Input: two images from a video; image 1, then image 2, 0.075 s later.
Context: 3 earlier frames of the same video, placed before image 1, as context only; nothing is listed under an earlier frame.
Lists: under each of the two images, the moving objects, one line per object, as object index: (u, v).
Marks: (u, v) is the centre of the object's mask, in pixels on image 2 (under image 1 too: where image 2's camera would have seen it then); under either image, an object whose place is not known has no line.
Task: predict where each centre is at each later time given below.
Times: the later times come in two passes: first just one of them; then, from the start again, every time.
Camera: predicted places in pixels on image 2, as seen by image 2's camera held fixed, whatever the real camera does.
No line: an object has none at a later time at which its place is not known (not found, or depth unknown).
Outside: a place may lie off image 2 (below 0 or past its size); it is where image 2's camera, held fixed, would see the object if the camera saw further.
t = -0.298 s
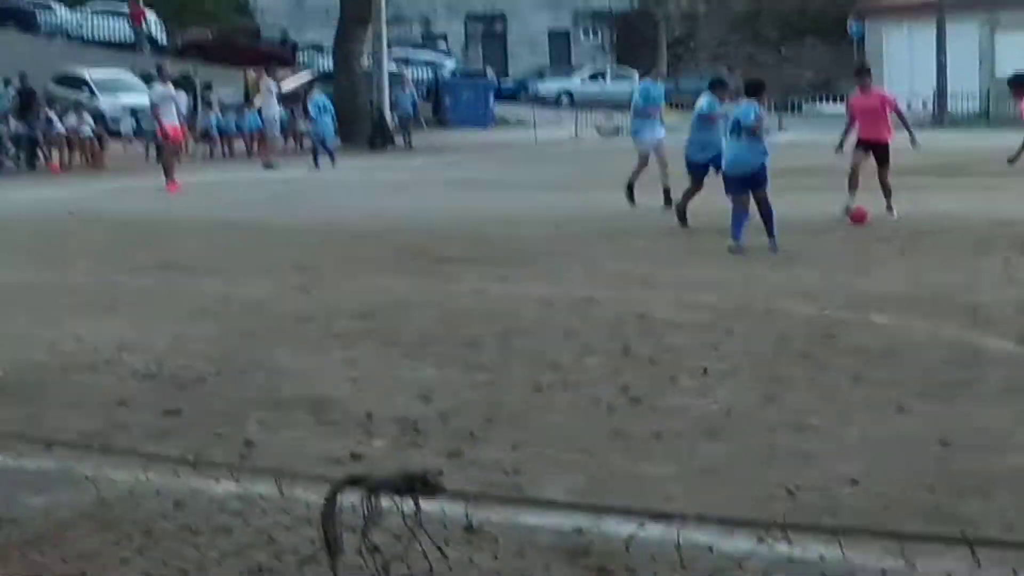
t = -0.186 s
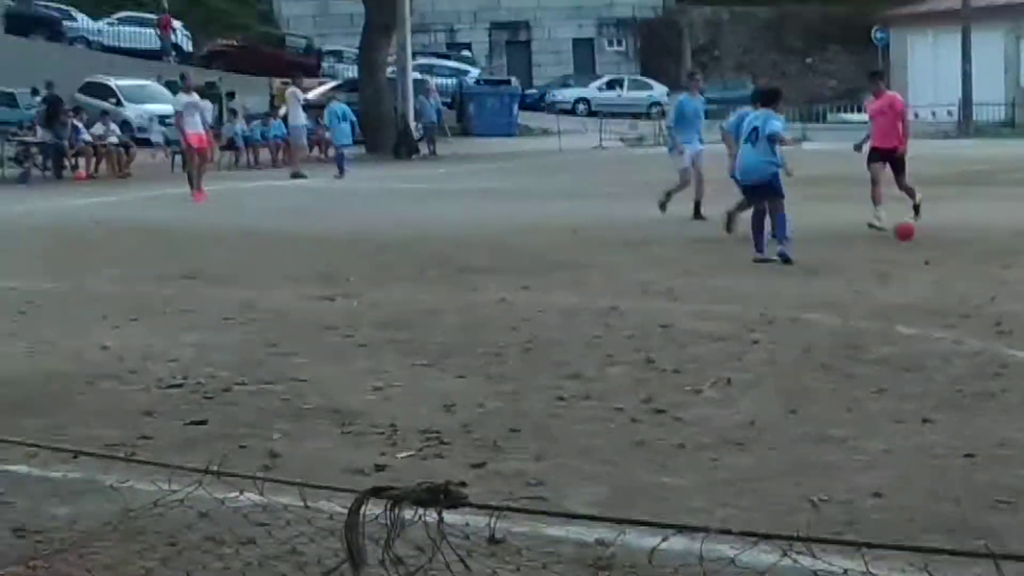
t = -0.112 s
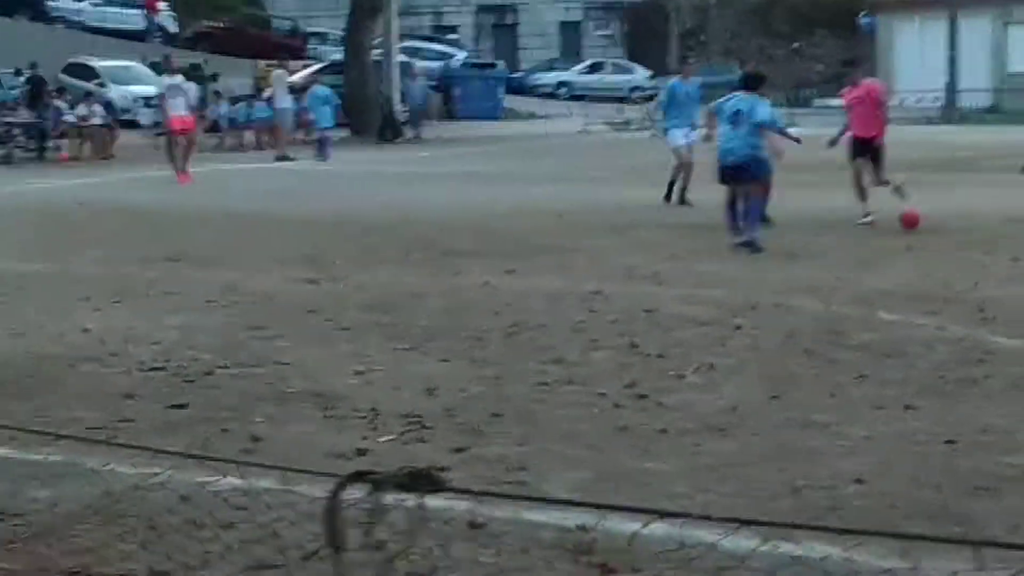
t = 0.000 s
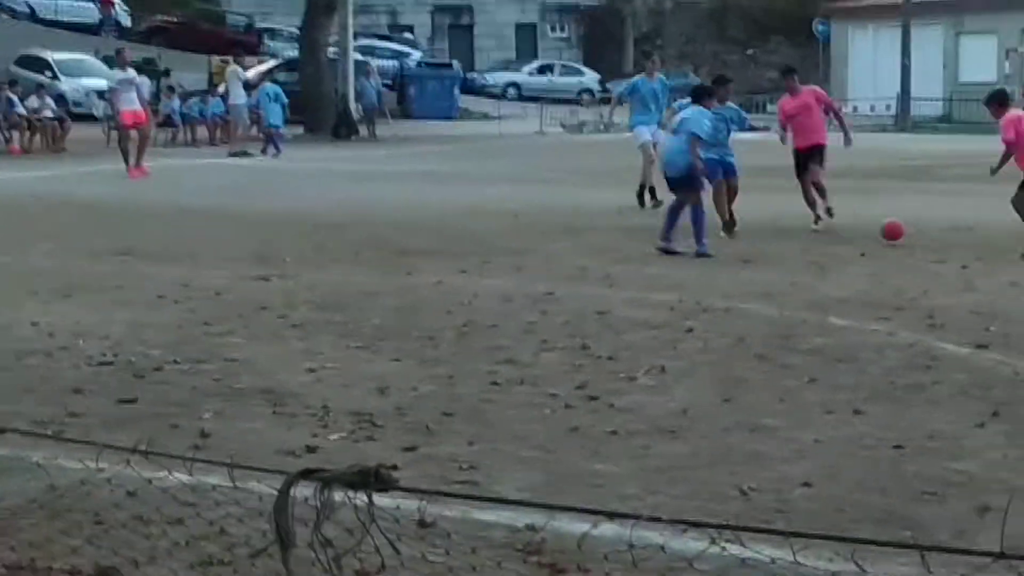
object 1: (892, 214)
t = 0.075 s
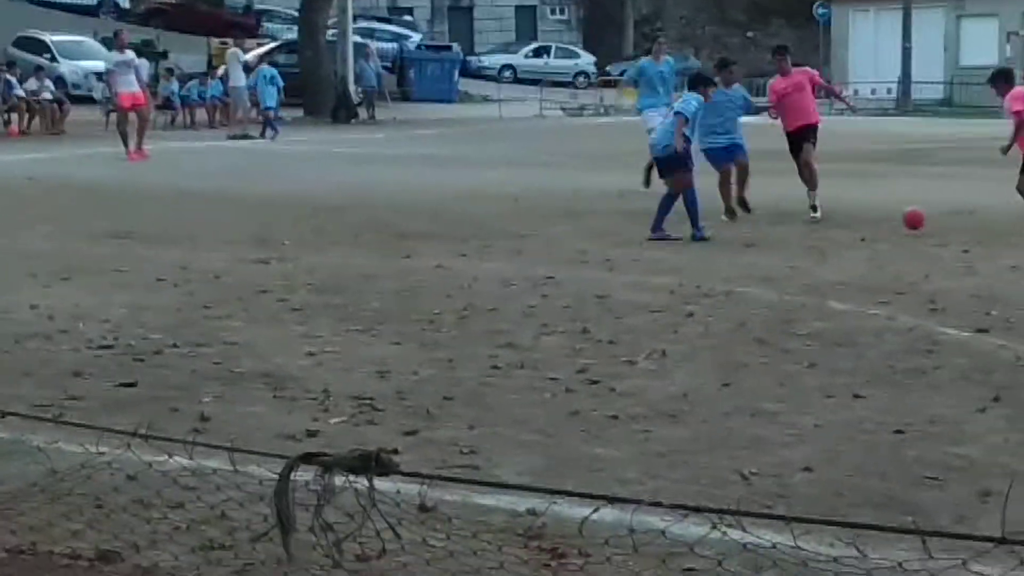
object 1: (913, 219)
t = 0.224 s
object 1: (957, 232)
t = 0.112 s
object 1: (927, 225)
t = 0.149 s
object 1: (936, 229)
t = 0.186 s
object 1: (945, 229)
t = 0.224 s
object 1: (957, 232)
